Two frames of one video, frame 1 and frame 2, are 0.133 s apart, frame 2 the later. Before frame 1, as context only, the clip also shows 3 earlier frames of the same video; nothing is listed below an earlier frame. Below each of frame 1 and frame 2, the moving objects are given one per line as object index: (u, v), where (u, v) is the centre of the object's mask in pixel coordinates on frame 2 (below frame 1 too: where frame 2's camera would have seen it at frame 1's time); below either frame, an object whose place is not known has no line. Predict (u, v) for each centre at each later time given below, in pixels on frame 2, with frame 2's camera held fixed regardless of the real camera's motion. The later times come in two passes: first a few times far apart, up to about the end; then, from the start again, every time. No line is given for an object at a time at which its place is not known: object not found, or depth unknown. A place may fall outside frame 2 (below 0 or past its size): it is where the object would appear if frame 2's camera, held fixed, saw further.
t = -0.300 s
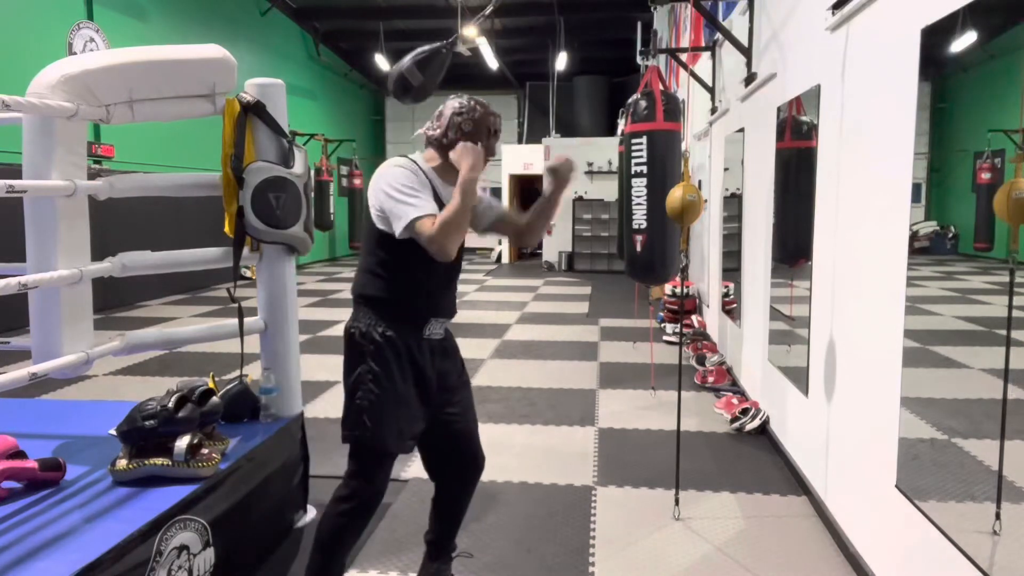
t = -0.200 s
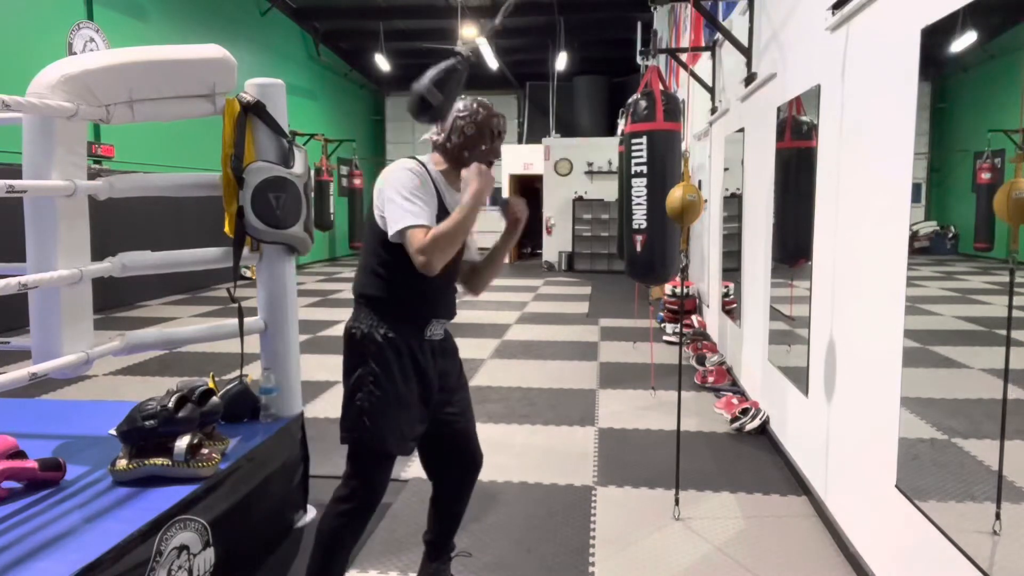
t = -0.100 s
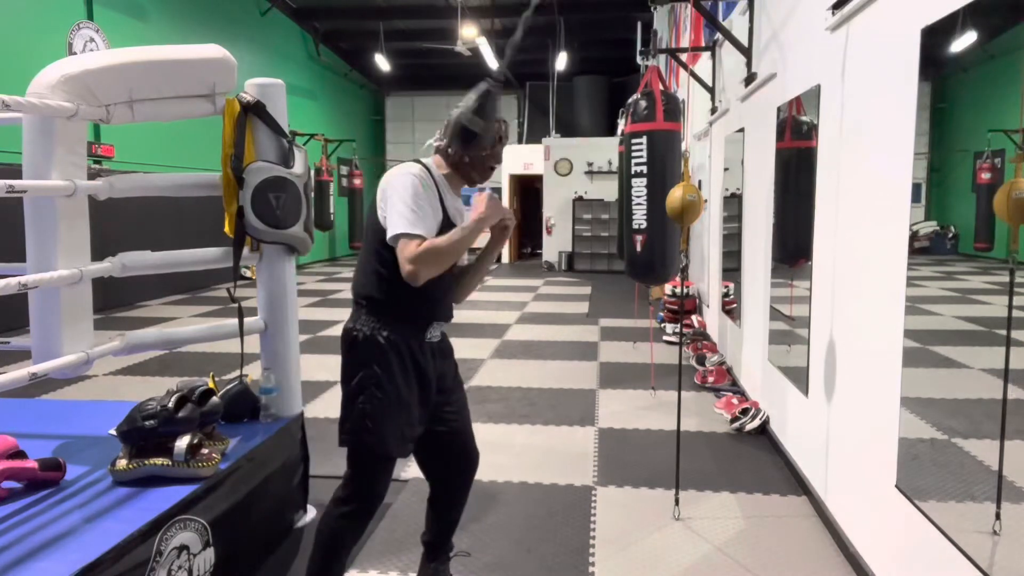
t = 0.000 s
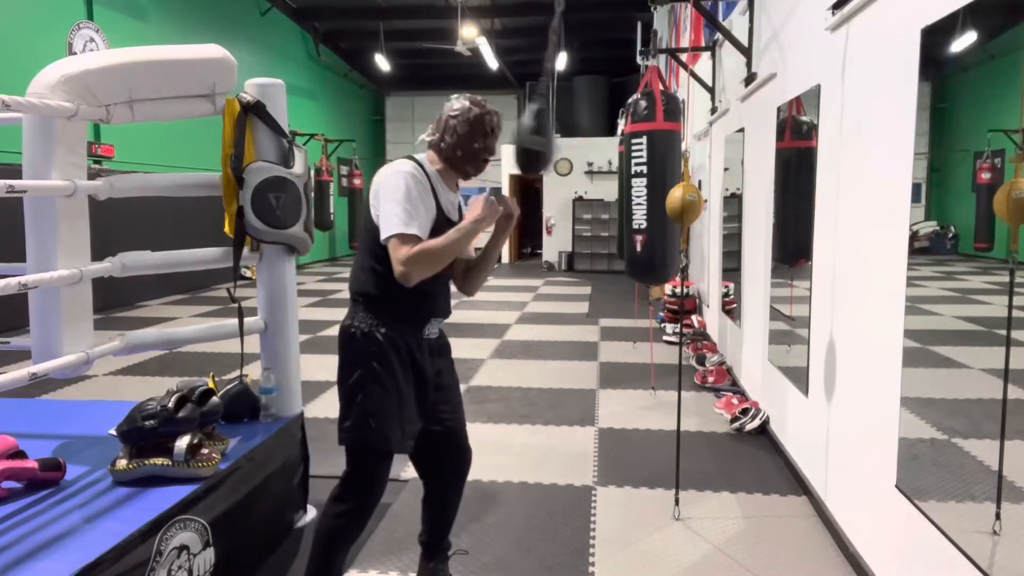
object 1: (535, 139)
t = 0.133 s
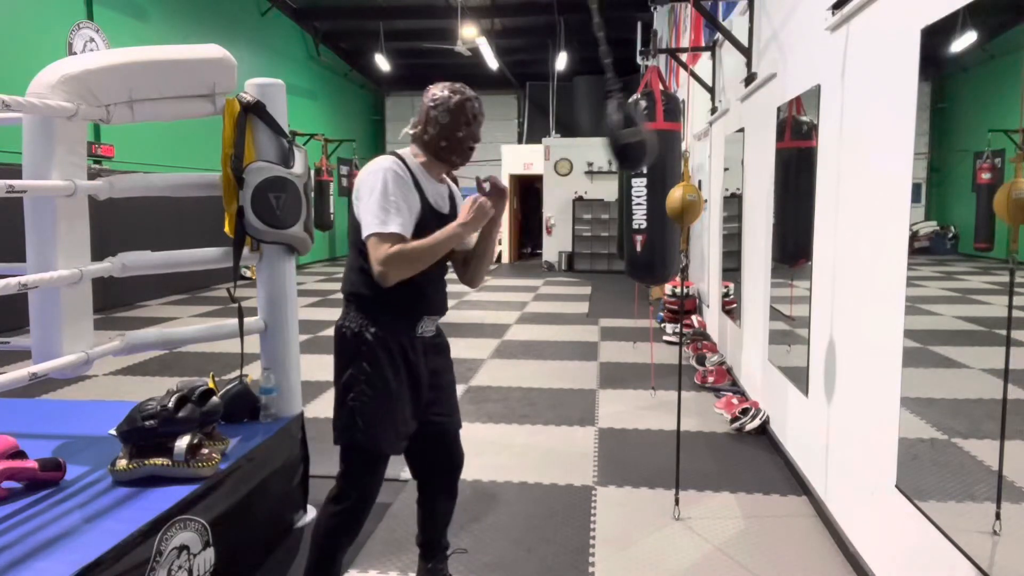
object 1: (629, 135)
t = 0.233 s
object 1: (686, 109)
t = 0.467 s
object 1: (742, 62)
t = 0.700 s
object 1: (684, 109)
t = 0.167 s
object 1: (649, 127)
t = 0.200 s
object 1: (668, 119)
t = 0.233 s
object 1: (686, 109)
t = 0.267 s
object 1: (700, 98)
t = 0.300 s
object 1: (714, 89)
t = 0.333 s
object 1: (724, 80)
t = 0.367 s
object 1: (732, 72)
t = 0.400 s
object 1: (737, 67)
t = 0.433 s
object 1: (741, 63)
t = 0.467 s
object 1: (742, 62)
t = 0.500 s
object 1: (740, 63)
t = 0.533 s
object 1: (737, 67)
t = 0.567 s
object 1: (731, 73)
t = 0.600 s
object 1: (724, 80)
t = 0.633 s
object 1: (714, 90)
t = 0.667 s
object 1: (699, 99)
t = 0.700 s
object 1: (684, 109)
